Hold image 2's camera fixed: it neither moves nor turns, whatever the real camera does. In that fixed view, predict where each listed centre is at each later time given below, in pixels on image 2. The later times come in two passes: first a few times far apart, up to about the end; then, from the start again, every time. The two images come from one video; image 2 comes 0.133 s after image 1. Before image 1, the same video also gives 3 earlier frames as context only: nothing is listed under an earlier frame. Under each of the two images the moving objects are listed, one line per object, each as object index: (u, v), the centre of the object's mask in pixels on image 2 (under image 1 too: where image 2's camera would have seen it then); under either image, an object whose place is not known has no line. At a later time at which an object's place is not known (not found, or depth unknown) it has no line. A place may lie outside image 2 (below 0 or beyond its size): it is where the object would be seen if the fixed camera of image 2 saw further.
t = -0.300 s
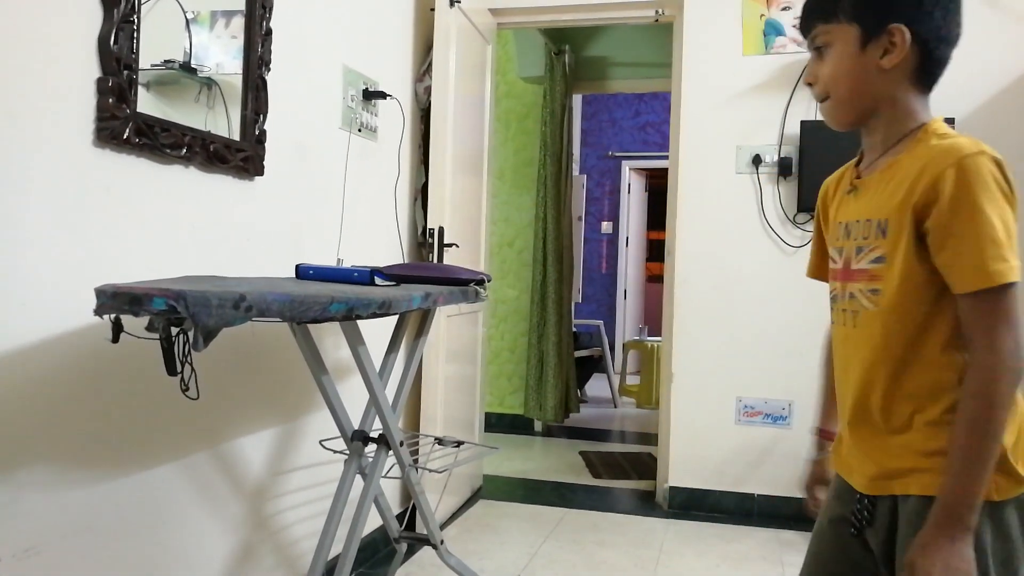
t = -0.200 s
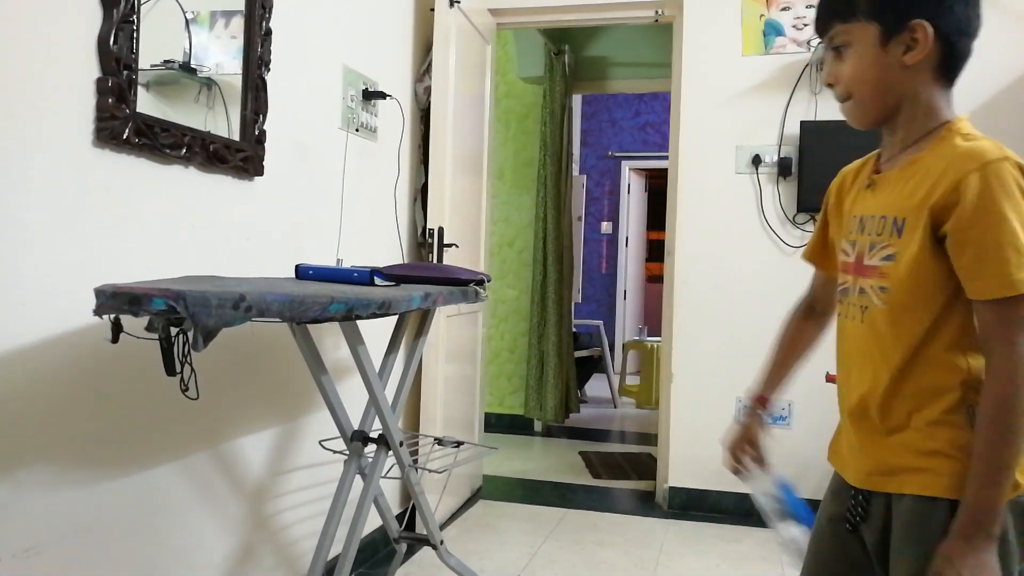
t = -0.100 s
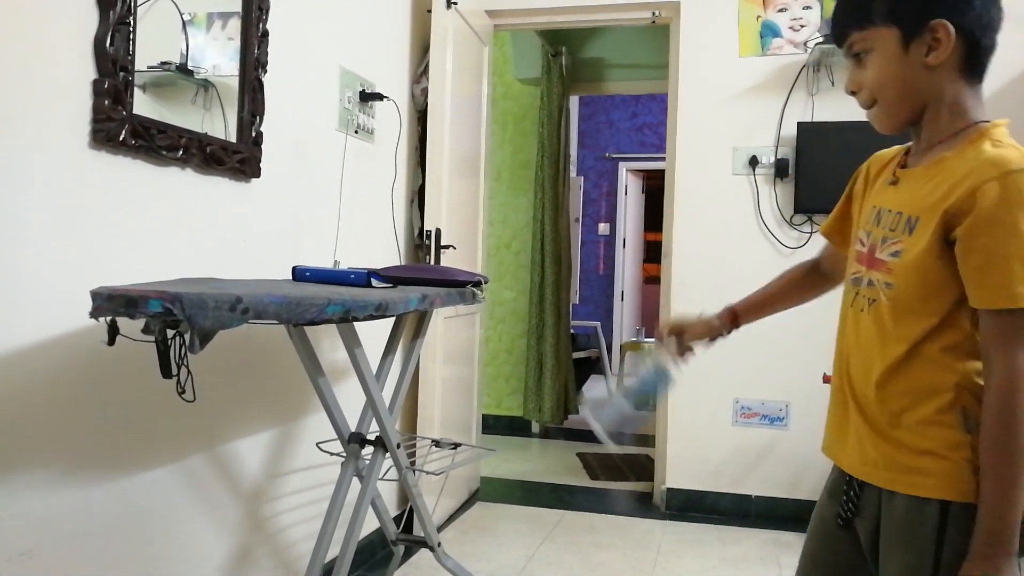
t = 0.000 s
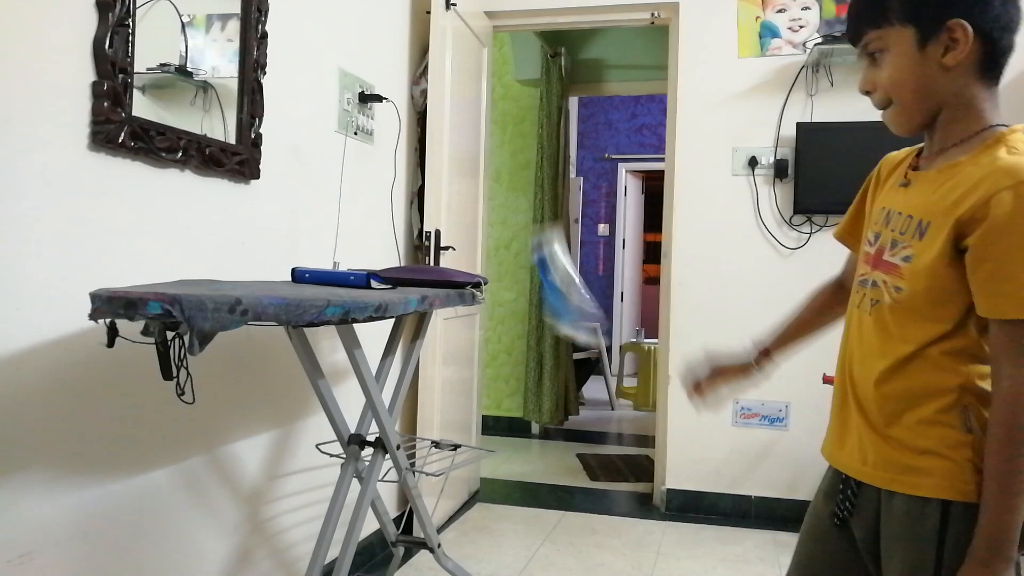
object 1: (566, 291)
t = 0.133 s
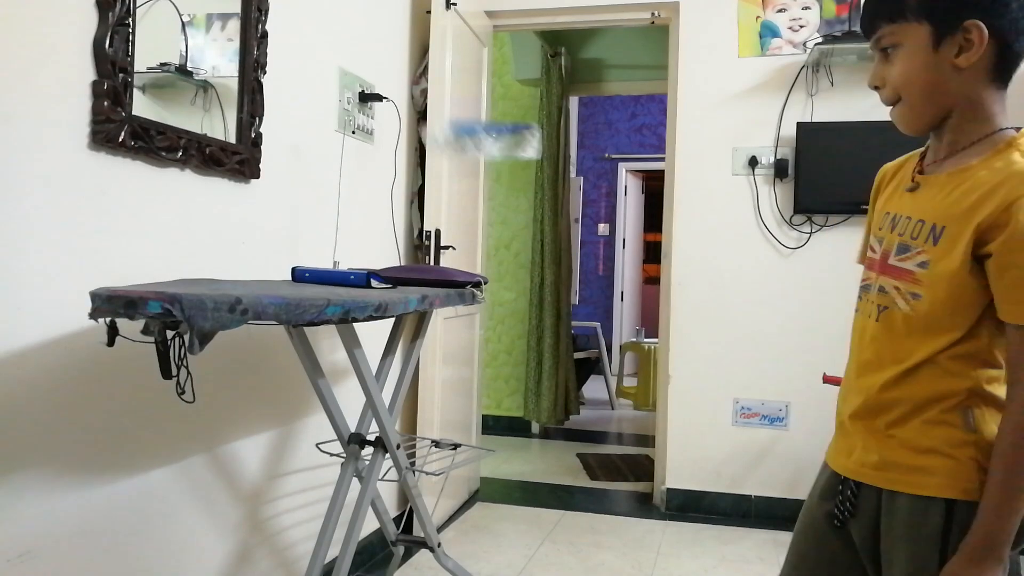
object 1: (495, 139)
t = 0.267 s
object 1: (430, 108)
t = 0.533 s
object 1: (334, 274)
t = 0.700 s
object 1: (322, 273)
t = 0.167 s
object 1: (471, 122)
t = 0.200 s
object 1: (457, 110)
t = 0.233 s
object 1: (444, 106)
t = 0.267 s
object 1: (430, 108)
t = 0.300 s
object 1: (415, 115)
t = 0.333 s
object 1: (402, 129)
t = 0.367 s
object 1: (387, 145)
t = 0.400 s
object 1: (371, 175)
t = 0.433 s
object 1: (353, 213)
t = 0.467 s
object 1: (332, 251)
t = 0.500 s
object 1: (333, 273)
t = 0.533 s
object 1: (334, 274)
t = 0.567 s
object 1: (331, 273)
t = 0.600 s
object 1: (326, 274)
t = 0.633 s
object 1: (323, 274)
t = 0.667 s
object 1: (322, 274)
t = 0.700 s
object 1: (322, 273)
